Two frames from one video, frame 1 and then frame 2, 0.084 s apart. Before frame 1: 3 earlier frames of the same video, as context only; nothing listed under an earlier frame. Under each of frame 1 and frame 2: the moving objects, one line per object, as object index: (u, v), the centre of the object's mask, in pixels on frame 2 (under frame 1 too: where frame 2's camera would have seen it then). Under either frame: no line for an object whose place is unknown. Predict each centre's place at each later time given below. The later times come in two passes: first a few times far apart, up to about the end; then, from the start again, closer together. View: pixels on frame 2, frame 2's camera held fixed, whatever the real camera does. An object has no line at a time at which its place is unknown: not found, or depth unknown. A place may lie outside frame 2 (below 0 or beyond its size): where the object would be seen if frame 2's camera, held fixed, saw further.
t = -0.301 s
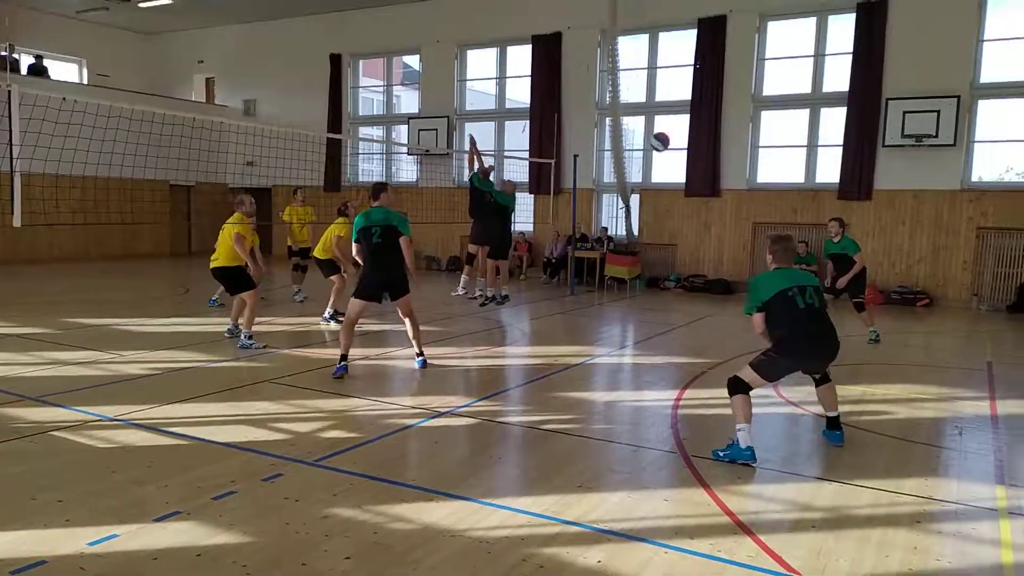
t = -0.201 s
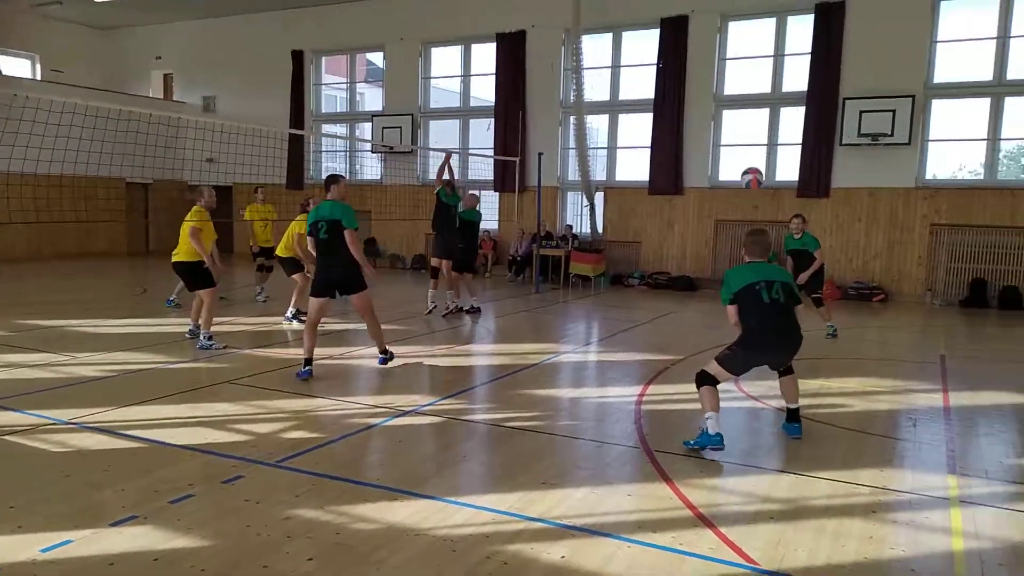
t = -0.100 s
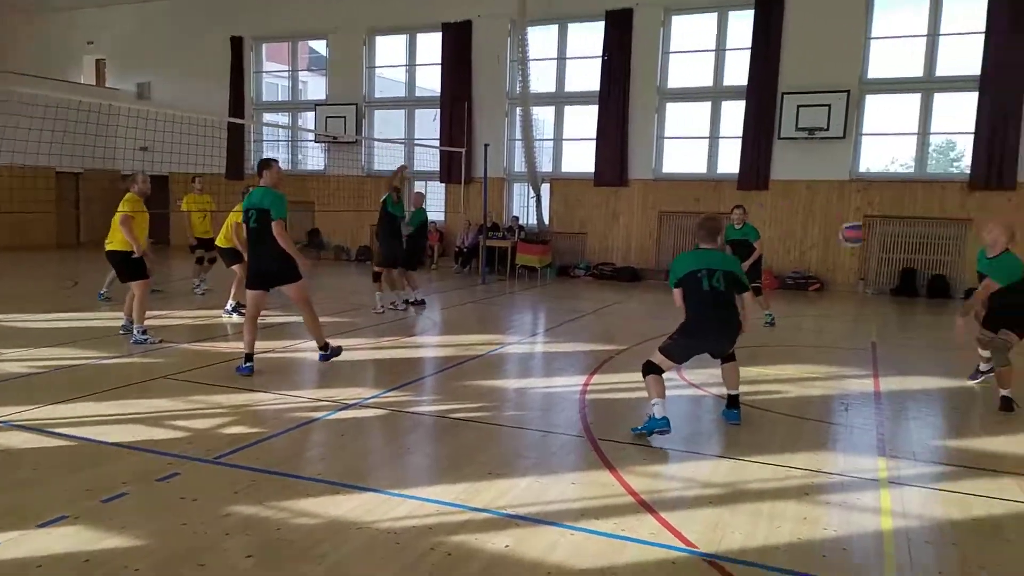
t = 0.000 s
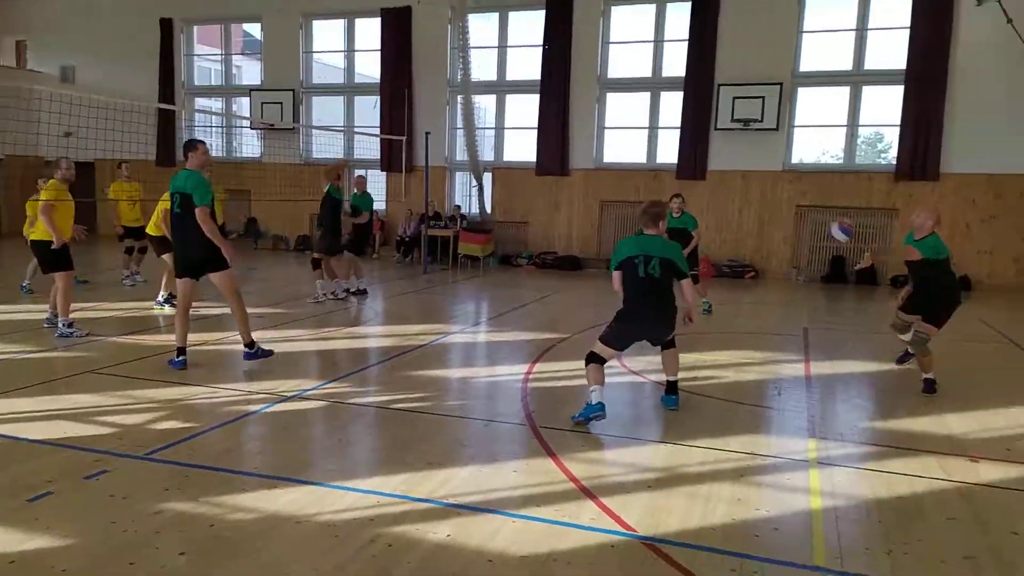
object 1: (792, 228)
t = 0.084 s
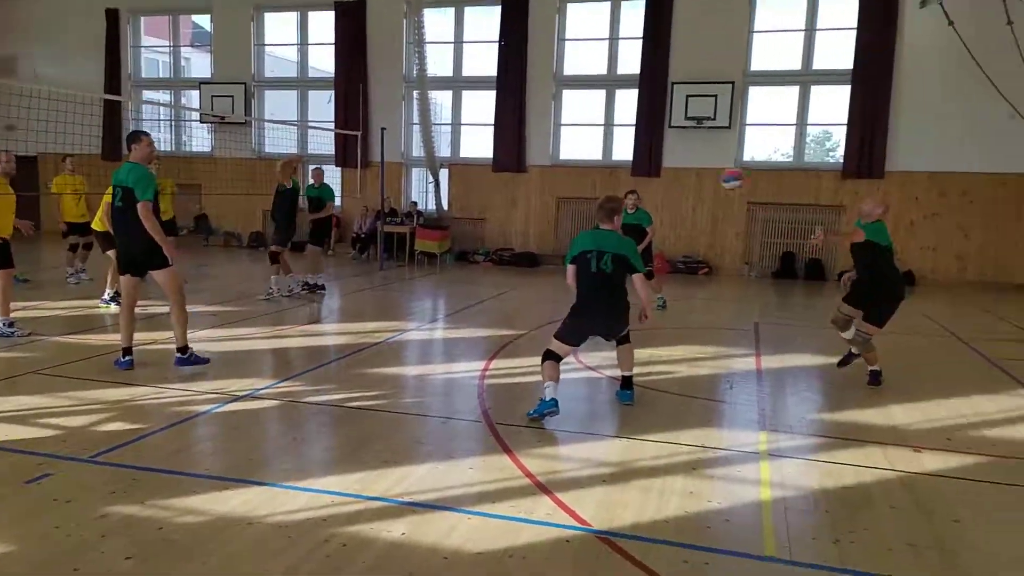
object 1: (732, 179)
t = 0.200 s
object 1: (665, 133)
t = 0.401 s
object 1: (578, 99)
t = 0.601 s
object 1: (517, 103)
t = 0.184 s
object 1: (674, 138)
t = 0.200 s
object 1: (665, 133)
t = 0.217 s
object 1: (656, 128)
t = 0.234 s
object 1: (648, 123)
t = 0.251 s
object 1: (641, 119)
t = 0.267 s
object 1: (633, 116)
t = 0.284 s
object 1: (625, 113)
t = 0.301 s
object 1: (617, 110)
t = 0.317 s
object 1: (611, 107)
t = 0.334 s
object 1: (603, 105)
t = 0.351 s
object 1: (597, 103)
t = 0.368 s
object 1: (590, 101)
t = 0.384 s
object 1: (584, 99)
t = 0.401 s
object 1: (578, 99)
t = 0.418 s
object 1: (572, 98)
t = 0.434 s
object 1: (566, 98)
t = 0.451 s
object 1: (561, 97)
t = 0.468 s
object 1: (555, 97)
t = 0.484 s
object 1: (551, 97)
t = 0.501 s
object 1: (545, 97)
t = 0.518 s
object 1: (540, 98)
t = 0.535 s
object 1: (535, 98)
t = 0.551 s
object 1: (530, 100)
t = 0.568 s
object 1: (526, 100)
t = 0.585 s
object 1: (522, 101)
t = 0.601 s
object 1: (517, 103)
